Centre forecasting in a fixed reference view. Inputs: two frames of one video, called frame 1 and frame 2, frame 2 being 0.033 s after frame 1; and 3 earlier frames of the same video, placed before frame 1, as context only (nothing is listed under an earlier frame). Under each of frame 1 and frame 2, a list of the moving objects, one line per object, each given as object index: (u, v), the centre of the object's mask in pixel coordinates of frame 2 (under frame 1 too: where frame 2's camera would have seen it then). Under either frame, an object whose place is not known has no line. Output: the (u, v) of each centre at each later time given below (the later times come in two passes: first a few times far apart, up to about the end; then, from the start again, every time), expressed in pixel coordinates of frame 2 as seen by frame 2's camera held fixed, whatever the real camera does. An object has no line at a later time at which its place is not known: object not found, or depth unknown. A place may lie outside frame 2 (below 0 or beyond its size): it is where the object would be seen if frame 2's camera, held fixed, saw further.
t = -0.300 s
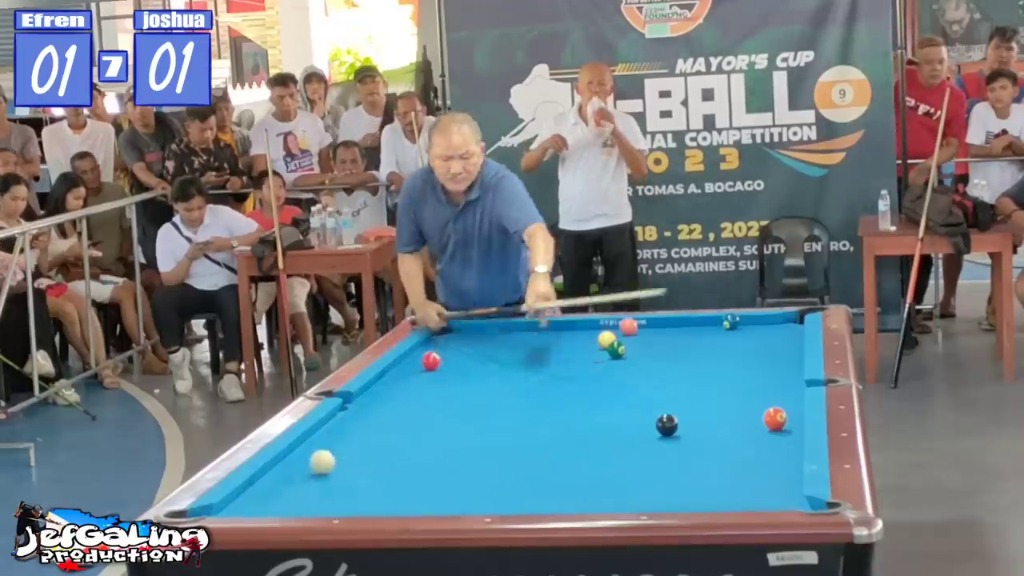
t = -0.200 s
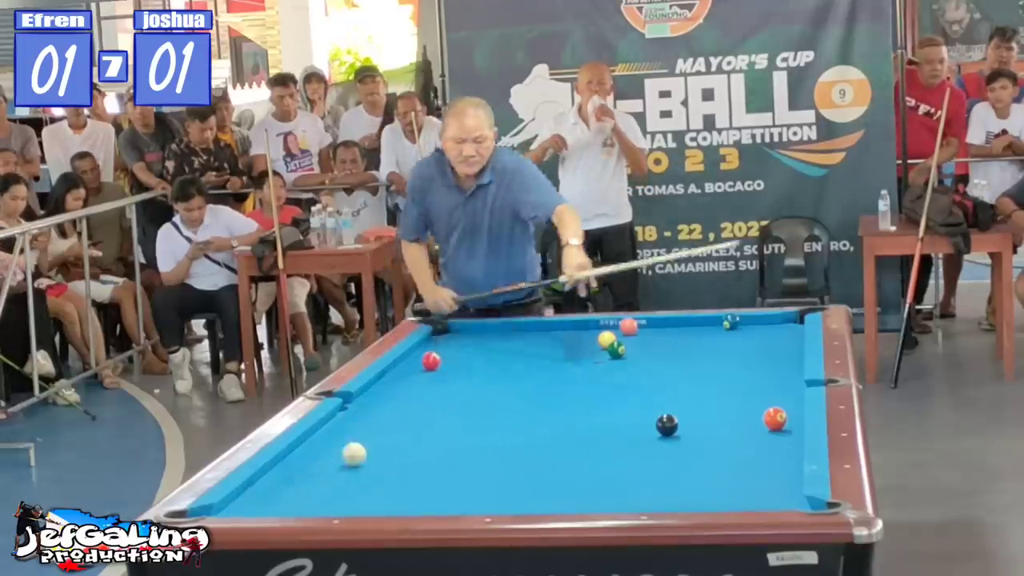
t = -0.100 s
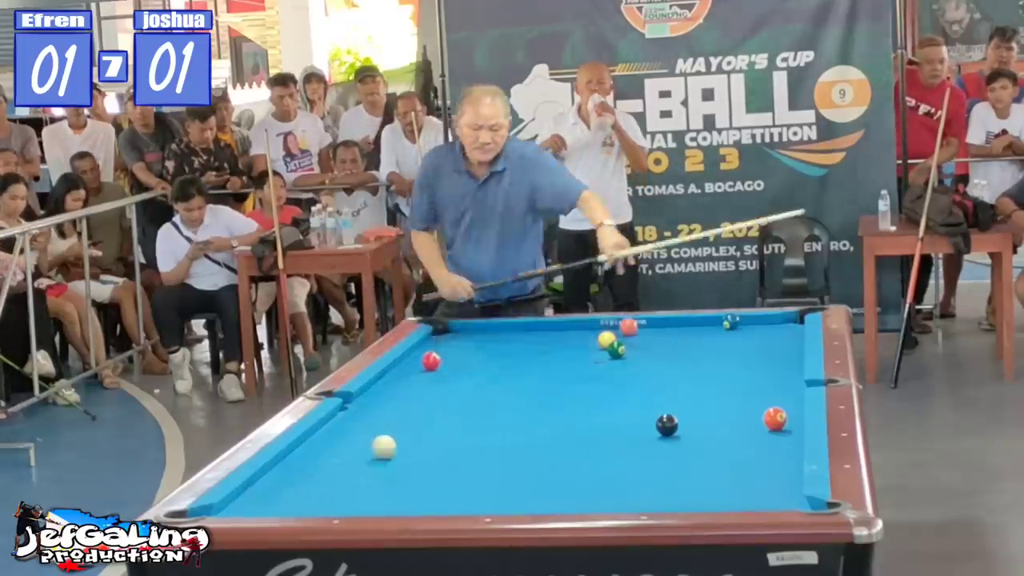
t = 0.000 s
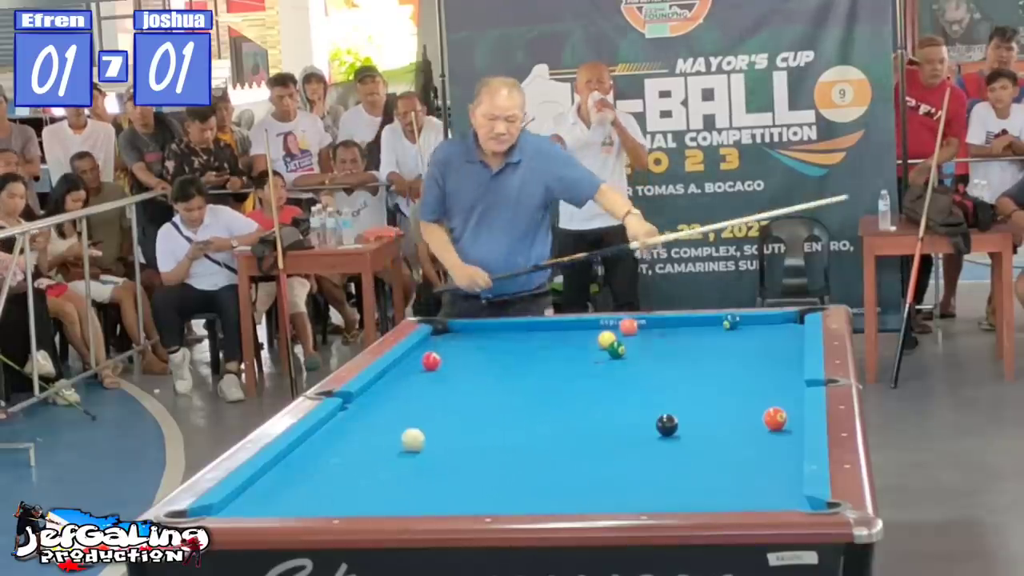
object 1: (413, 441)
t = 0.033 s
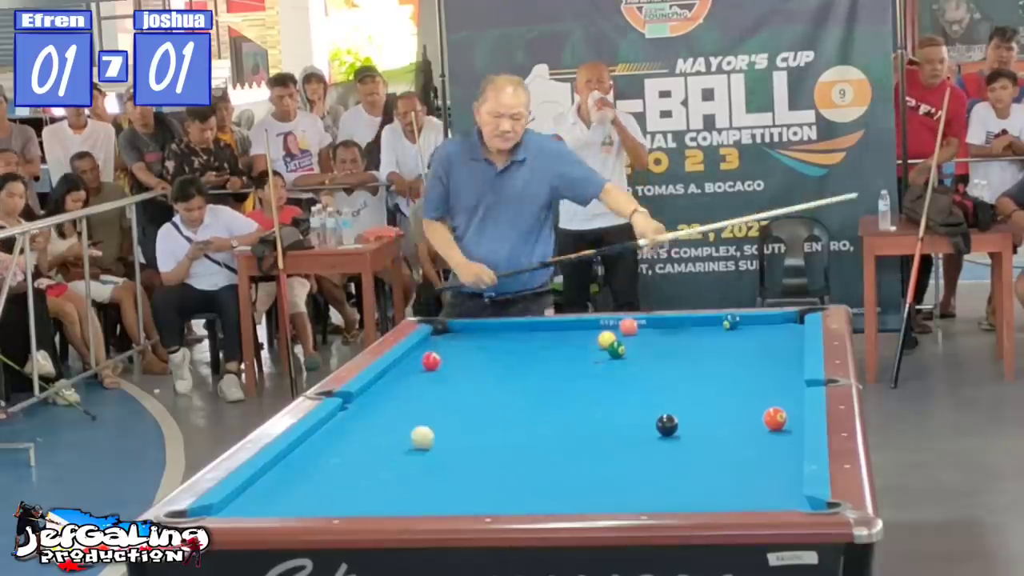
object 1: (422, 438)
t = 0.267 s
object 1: (484, 423)
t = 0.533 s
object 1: (550, 406)
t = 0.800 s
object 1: (610, 392)
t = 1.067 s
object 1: (664, 378)
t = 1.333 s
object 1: (713, 365)
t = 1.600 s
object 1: (758, 353)
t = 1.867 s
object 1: (794, 343)
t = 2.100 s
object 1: (777, 337)
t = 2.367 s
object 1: (762, 332)
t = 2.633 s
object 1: (747, 326)
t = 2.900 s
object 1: (739, 323)
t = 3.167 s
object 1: (739, 322)
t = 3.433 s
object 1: (739, 321)
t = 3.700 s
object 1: (738, 320)
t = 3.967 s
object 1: (738, 320)
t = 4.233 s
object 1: (738, 319)
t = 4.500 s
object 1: (738, 319)
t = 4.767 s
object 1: (738, 319)
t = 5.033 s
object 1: (738, 319)
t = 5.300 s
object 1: (738, 319)
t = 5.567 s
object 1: (738, 319)
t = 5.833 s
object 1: (738, 319)
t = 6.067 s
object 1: (738, 319)
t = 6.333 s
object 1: (738, 319)
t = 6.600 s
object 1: (738, 319)
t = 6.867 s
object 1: (738, 319)
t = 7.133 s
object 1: (738, 319)
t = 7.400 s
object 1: (738, 319)
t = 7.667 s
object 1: (738, 319)
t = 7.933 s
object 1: (738, 319)
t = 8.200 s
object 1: (738, 319)
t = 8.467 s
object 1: (738, 319)
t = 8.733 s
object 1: (738, 319)
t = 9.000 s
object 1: (738, 319)
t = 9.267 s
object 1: (738, 319)
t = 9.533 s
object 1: (738, 319)
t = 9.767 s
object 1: (738, 319)
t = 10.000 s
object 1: (738, 319)
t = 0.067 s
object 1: (432, 436)
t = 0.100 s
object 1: (441, 434)
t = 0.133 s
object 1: (449, 431)
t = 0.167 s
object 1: (458, 429)
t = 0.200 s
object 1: (467, 427)
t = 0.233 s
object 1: (476, 425)
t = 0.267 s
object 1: (484, 423)
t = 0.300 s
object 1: (493, 420)
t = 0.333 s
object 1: (501, 418)
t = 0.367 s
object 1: (510, 416)
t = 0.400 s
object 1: (518, 414)
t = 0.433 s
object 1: (526, 412)
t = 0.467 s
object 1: (534, 410)
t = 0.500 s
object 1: (542, 408)
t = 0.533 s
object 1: (550, 406)
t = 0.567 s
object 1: (557, 405)
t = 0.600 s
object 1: (565, 402)
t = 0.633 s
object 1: (573, 400)
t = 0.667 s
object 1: (580, 399)
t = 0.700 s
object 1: (588, 397)
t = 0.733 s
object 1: (595, 395)
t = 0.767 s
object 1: (602, 393)
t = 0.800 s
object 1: (610, 392)
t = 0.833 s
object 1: (617, 389)
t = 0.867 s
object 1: (624, 387)
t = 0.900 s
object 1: (630, 386)
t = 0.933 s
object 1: (637, 385)
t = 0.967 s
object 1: (644, 383)
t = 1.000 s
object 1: (651, 381)
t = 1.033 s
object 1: (657, 379)
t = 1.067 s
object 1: (664, 378)
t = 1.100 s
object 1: (670, 376)
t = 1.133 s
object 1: (677, 374)
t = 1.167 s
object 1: (683, 373)
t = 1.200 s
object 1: (689, 371)
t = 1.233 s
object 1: (695, 369)
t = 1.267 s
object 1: (701, 368)
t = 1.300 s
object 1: (707, 366)
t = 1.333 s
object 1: (713, 365)
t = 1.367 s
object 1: (719, 363)
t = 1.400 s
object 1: (725, 362)
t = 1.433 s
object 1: (731, 360)
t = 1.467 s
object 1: (736, 359)
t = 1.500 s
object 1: (742, 358)
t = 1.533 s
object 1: (748, 356)
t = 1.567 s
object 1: (753, 355)
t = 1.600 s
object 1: (758, 353)
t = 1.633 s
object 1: (764, 352)
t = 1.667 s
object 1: (769, 351)
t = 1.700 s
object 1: (774, 349)
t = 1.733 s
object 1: (780, 348)
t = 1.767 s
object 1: (785, 346)
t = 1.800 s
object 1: (790, 345)
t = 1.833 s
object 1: (795, 344)
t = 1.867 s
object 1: (794, 343)
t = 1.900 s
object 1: (790, 342)
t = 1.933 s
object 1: (788, 341)
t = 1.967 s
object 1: (786, 340)
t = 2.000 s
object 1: (784, 340)
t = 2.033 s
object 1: (782, 339)
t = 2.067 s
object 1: (780, 338)
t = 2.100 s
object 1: (777, 337)
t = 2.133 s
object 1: (776, 337)
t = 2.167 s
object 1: (774, 336)
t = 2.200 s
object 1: (771, 335)
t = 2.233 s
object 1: (770, 335)
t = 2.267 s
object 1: (768, 334)
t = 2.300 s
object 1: (766, 333)
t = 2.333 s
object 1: (764, 332)
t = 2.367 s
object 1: (762, 332)
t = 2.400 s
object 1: (760, 331)
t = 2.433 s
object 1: (758, 330)
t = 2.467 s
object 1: (756, 330)
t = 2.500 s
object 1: (754, 329)
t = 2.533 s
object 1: (753, 328)
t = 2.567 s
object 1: (751, 328)
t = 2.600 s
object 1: (749, 327)
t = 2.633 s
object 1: (747, 326)
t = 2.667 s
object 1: (745, 326)
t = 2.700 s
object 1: (744, 325)
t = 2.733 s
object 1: (742, 325)
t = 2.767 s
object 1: (740, 324)
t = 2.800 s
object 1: (739, 323)
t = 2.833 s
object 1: (739, 323)
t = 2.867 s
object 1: (739, 323)
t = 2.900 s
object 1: (739, 323)
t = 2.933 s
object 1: (739, 323)
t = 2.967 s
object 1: (739, 323)
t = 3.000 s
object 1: (739, 323)
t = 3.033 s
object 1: (739, 322)
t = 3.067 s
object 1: (739, 322)
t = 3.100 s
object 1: (739, 322)
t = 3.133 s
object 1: (739, 322)
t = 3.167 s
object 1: (739, 322)
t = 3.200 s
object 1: (739, 322)
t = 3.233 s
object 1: (739, 322)
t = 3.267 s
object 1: (739, 321)
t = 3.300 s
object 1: (739, 321)
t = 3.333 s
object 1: (739, 321)
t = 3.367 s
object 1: (739, 321)
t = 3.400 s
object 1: (739, 321)
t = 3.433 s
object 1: (739, 321)
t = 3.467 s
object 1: (739, 321)
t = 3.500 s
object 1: (739, 321)
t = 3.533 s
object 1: (738, 320)
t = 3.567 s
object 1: (738, 320)
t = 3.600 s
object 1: (738, 320)
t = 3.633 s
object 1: (738, 320)
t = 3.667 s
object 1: (738, 320)
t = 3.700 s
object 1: (738, 320)
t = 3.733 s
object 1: (738, 320)
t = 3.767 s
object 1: (738, 320)
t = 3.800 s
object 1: (738, 320)
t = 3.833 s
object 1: (738, 320)
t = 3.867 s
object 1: (738, 320)
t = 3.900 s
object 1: (738, 320)
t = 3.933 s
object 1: (738, 320)
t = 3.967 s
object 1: (738, 320)
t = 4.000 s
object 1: (738, 320)
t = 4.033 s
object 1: (738, 320)
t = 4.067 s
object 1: (738, 319)
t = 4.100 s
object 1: (738, 320)
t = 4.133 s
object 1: (738, 320)
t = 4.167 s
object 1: (738, 319)
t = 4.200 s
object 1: (738, 319)
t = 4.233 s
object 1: (738, 319)
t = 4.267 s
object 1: (738, 319)
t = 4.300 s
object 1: (738, 319)
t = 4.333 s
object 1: (738, 319)
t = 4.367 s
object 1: (738, 319)
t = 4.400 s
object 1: (738, 319)
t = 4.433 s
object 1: (738, 319)
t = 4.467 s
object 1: (738, 319)
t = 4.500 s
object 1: (738, 319)
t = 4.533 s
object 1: (738, 319)
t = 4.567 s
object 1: (738, 319)
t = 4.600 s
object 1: (738, 319)
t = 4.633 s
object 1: (738, 319)
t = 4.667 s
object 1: (738, 319)
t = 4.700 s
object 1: (738, 319)
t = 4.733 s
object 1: (738, 319)
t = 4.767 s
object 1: (738, 319)
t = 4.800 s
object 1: (738, 319)
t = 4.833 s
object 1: (738, 319)
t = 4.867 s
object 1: (738, 319)
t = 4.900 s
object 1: (738, 319)
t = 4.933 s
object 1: (738, 319)
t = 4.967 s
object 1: (738, 319)
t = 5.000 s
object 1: (738, 319)
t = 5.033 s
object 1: (738, 319)
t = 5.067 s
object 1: (738, 319)
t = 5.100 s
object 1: (738, 319)
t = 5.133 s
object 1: (738, 319)
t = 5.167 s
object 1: (738, 319)
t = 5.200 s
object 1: (738, 319)
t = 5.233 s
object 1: (738, 319)
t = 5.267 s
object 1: (738, 319)
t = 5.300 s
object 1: (738, 319)
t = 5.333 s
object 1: (738, 319)
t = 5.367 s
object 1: (738, 319)
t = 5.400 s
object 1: (738, 319)
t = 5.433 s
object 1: (738, 319)
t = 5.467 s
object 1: (738, 319)
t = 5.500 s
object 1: (738, 319)
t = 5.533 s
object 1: (738, 319)
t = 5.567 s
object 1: (738, 319)
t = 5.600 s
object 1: (738, 319)
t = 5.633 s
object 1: (738, 319)
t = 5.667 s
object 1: (738, 319)
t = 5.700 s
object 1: (738, 319)
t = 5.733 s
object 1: (738, 319)
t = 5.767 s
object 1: (738, 319)
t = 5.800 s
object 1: (738, 319)
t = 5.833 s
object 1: (738, 319)
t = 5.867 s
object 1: (738, 319)
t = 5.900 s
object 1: (738, 319)
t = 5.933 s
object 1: (738, 319)
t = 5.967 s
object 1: (738, 319)
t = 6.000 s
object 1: (738, 319)
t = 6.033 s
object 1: (738, 319)
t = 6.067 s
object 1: (738, 319)
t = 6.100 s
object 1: (738, 319)
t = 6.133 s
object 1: (738, 319)
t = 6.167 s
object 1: (738, 319)
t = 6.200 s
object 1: (738, 319)
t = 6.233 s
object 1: (738, 319)
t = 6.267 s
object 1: (738, 319)
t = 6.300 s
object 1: (738, 319)
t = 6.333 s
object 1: (738, 319)
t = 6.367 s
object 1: (738, 319)
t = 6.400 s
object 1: (738, 319)
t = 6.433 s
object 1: (738, 319)
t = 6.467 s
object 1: (738, 319)
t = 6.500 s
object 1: (738, 319)
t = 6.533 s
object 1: (738, 319)
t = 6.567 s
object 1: (738, 319)
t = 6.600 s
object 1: (738, 319)
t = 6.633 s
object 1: (738, 319)
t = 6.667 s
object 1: (738, 319)
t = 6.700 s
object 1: (738, 319)
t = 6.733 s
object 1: (738, 319)
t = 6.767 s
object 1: (738, 319)
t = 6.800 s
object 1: (738, 319)
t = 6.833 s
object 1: (738, 319)
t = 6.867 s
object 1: (738, 319)
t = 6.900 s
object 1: (738, 319)
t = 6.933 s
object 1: (738, 319)
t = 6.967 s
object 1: (738, 319)
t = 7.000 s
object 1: (738, 319)
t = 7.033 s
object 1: (738, 319)
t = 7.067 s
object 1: (738, 319)
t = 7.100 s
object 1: (738, 319)
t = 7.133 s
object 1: (738, 319)
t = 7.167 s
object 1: (738, 319)
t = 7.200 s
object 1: (738, 319)
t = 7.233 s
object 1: (738, 319)
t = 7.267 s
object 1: (738, 319)
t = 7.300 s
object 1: (738, 319)
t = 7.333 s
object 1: (738, 319)
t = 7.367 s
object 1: (738, 319)
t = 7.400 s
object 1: (738, 319)
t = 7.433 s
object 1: (738, 319)
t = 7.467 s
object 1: (738, 319)
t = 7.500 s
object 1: (738, 319)
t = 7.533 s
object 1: (738, 319)
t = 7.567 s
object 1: (738, 319)
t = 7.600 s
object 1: (738, 319)
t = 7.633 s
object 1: (738, 319)
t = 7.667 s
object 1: (738, 319)
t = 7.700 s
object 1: (738, 319)
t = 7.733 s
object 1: (738, 319)
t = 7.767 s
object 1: (738, 319)
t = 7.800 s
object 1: (738, 319)
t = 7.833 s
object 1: (738, 319)
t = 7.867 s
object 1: (738, 319)
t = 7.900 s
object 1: (738, 319)
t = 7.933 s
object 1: (738, 319)
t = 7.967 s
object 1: (738, 319)
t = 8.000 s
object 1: (738, 319)
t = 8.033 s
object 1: (738, 319)
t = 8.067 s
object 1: (738, 319)
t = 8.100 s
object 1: (738, 319)
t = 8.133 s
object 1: (738, 319)
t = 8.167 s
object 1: (738, 319)
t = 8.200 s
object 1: (738, 319)
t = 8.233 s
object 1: (738, 319)
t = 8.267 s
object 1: (738, 319)
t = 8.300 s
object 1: (738, 319)
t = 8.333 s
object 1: (738, 319)
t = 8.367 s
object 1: (738, 319)
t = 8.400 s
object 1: (738, 319)
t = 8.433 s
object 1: (738, 319)
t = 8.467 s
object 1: (738, 319)
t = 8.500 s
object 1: (738, 319)
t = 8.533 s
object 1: (738, 319)
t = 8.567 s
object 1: (738, 319)
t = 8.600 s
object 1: (738, 319)
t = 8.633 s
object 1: (738, 319)
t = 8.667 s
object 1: (738, 319)
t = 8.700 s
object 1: (738, 319)
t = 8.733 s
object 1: (738, 319)
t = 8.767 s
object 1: (738, 319)
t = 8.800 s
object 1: (738, 319)
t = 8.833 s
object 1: (738, 319)
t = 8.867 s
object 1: (738, 319)
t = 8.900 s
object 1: (738, 319)
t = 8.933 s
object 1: (738, 319)
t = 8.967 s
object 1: (738, 319)
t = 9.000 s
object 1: (738, 319)
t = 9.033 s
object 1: (738, 319)
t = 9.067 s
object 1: (738, 319)
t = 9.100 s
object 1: (738, 319)
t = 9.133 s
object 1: (738, 319)
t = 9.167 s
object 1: (738, 319)
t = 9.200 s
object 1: (738, 319)
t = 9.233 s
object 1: (738, 319)
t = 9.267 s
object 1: (738, 319)
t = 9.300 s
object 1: (738, 319)
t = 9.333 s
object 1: (738, 319)
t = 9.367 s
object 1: (738, 319)
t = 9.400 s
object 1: (738, 319)
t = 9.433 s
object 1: (738, 319)
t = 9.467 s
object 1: (738, 319)
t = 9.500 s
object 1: (738, 319)
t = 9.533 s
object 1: (738, 319)
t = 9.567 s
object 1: (738, 319)
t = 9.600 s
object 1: (738, 319)
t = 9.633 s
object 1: (738, 319)
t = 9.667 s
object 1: (738, 319)
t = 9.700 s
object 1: (738, 319)
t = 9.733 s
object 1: (738, 319)
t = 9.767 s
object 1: (738, 319)
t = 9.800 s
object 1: (738, 319)
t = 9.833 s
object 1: (738, 319)
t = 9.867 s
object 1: (738, 319)
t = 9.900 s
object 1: (738, 319)
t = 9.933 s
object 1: (738, 319)
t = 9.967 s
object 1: (738, 319)
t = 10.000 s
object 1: (738, 319)
